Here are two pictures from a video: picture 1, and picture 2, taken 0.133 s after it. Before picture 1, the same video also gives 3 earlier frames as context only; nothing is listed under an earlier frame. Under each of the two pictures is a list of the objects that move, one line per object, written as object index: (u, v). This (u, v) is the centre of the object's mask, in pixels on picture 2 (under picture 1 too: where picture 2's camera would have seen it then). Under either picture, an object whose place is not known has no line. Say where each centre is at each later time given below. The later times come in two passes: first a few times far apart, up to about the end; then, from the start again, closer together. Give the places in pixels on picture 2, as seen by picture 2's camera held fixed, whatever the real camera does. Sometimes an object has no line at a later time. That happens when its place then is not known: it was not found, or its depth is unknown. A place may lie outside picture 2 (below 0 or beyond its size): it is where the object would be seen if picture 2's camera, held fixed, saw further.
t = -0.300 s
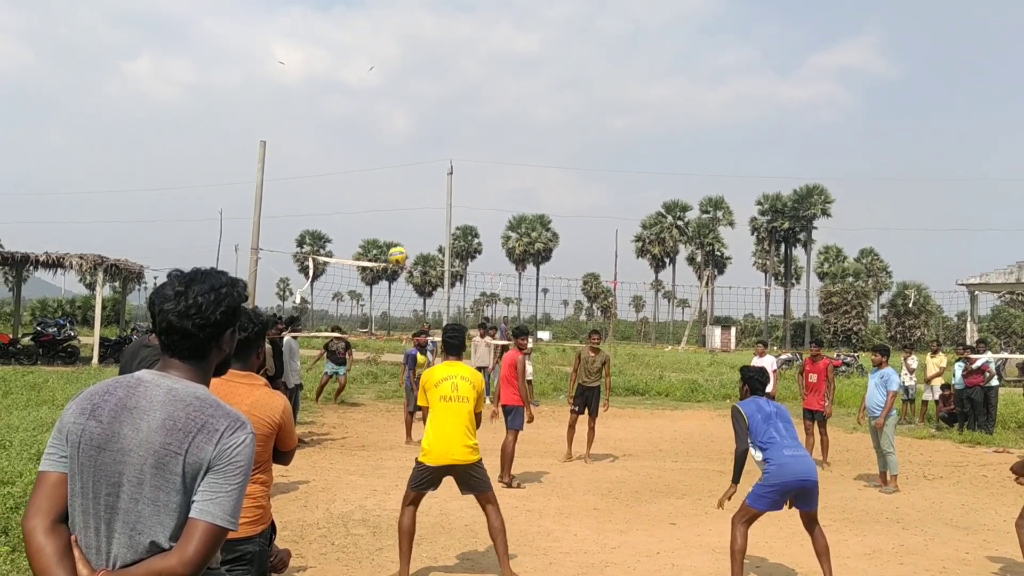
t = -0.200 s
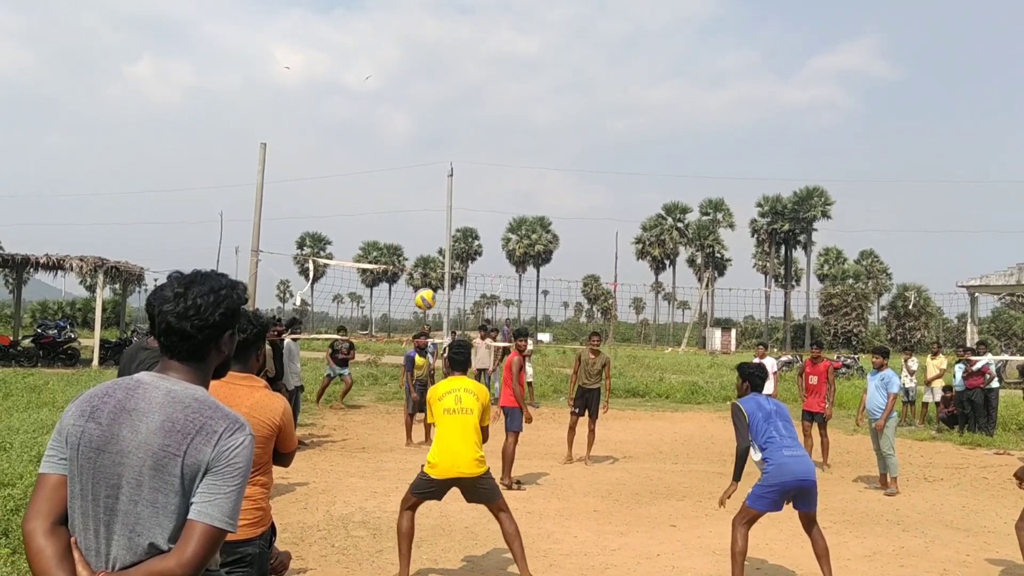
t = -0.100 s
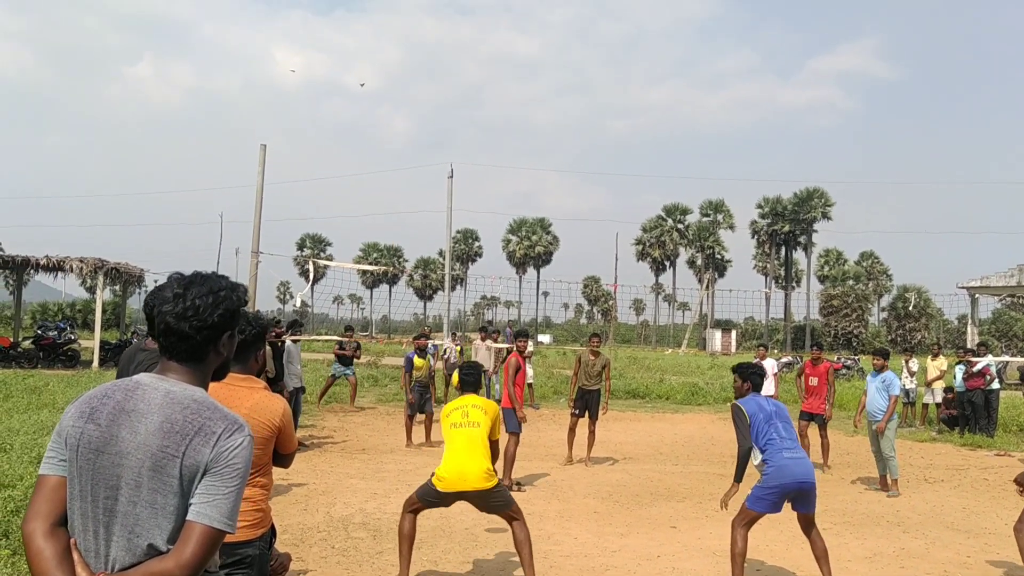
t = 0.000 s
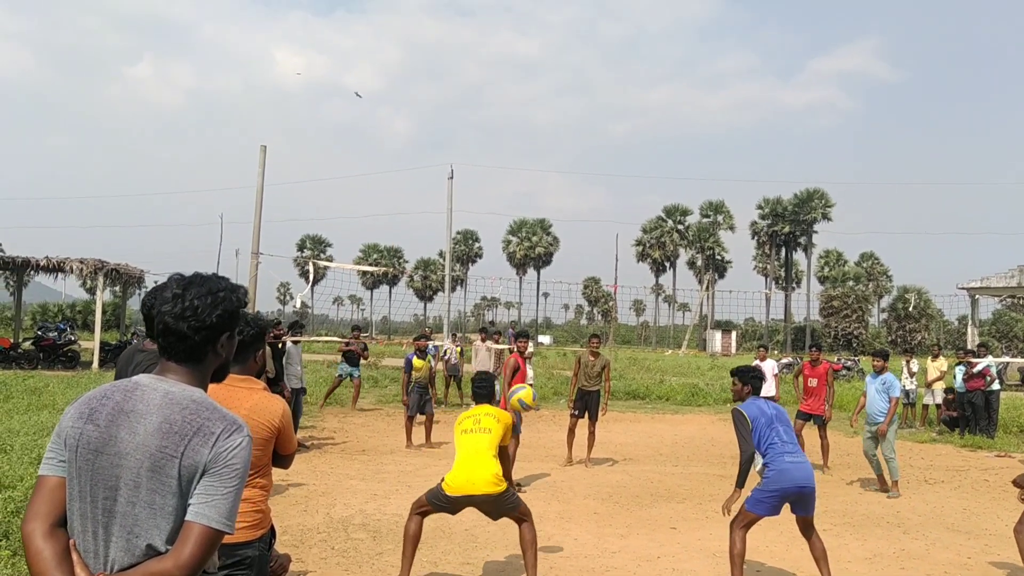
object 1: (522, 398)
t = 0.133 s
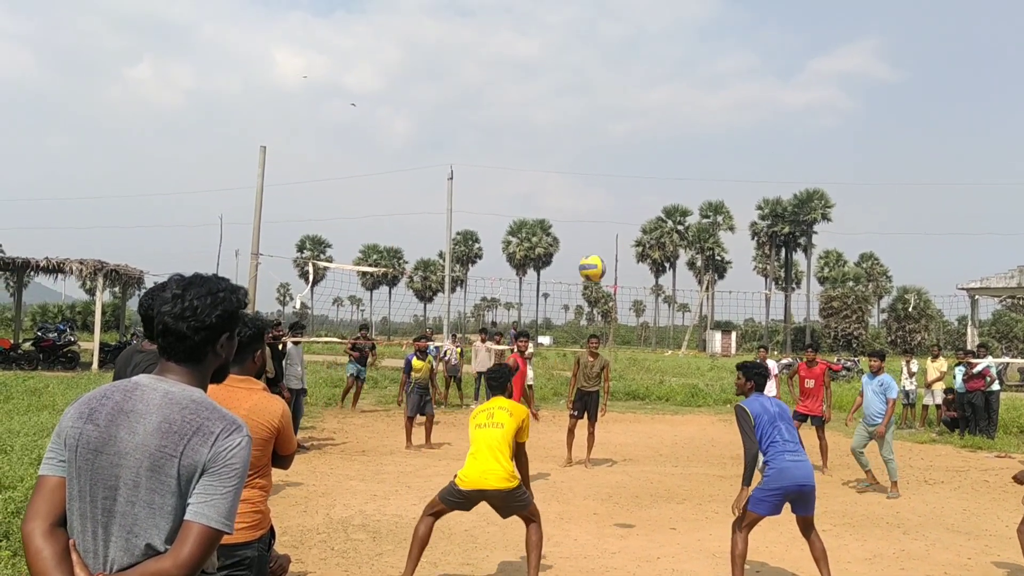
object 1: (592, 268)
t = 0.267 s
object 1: (655, 175)
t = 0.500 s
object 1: (752, 78)
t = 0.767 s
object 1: (847, 50)
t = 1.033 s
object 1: (932, 93)
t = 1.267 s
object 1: (998, 182)
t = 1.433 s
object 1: (1037, 272)
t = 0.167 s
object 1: (609, 242)
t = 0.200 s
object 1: (624, 217)
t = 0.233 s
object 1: (640, 195)
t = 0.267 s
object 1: (655, 175)
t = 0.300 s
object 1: (670, 156)
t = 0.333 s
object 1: (684, 139)
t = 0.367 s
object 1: (699, 123)
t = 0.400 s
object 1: (713, 110)
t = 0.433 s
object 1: (726, 98)
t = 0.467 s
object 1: (739, 87)
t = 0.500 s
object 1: (752, 78)
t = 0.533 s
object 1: (765, 70)
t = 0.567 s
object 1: (777, 64)
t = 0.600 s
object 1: (789, 58)
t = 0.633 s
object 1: (801, 54)
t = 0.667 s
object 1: (813, 52)
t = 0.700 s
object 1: (824, 50)
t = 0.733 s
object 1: (836, 50)
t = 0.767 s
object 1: (847, 50)
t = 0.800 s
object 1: (858, 52)
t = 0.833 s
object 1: (870, 54)
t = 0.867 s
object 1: (880, 58)
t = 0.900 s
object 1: (890, 64)
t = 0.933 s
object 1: (901, 69)
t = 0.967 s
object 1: (912, 76)
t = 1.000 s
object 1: (922, 84)
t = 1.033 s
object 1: (932, 93)
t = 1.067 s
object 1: (943, 102)
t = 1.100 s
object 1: (952, 113)
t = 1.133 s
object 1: (962, 125)
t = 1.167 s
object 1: (971, 138)
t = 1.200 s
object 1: (981, 152)
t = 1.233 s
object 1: (989, 167)
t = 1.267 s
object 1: (998, 182)
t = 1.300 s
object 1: (1007, 198)
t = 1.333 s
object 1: (1015, 216)
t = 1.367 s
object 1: (1023, 234)
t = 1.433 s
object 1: (1037, 272)
